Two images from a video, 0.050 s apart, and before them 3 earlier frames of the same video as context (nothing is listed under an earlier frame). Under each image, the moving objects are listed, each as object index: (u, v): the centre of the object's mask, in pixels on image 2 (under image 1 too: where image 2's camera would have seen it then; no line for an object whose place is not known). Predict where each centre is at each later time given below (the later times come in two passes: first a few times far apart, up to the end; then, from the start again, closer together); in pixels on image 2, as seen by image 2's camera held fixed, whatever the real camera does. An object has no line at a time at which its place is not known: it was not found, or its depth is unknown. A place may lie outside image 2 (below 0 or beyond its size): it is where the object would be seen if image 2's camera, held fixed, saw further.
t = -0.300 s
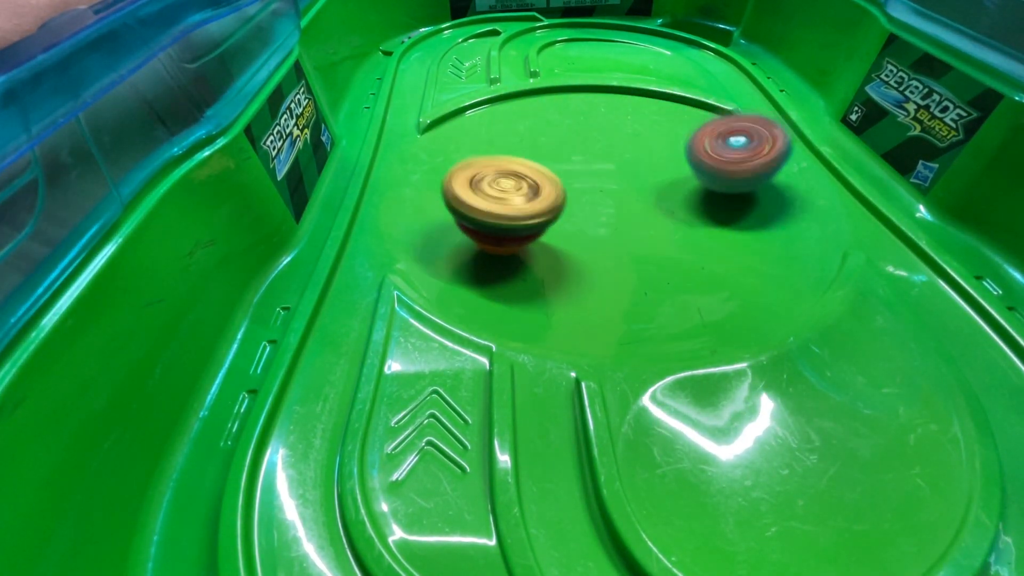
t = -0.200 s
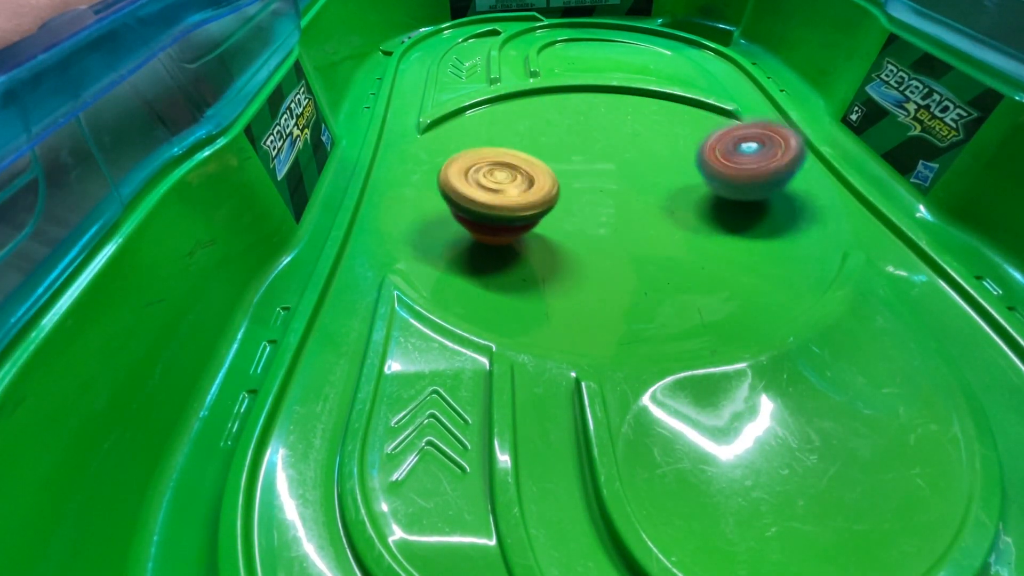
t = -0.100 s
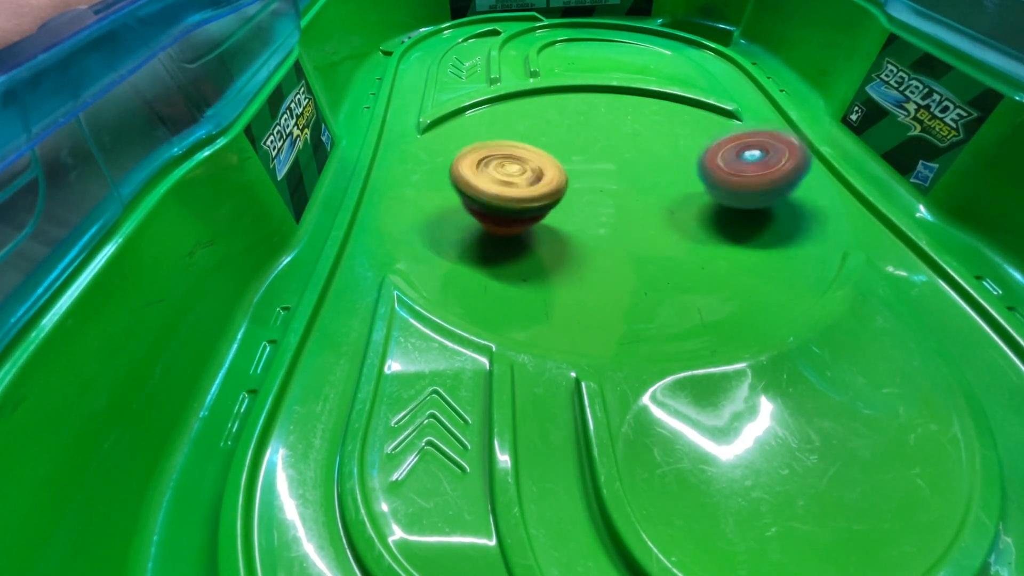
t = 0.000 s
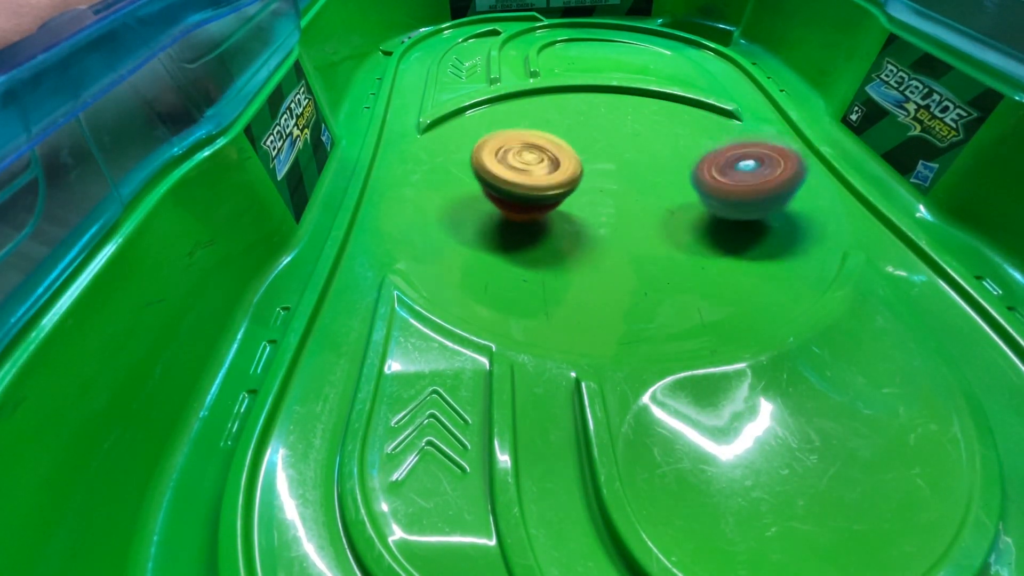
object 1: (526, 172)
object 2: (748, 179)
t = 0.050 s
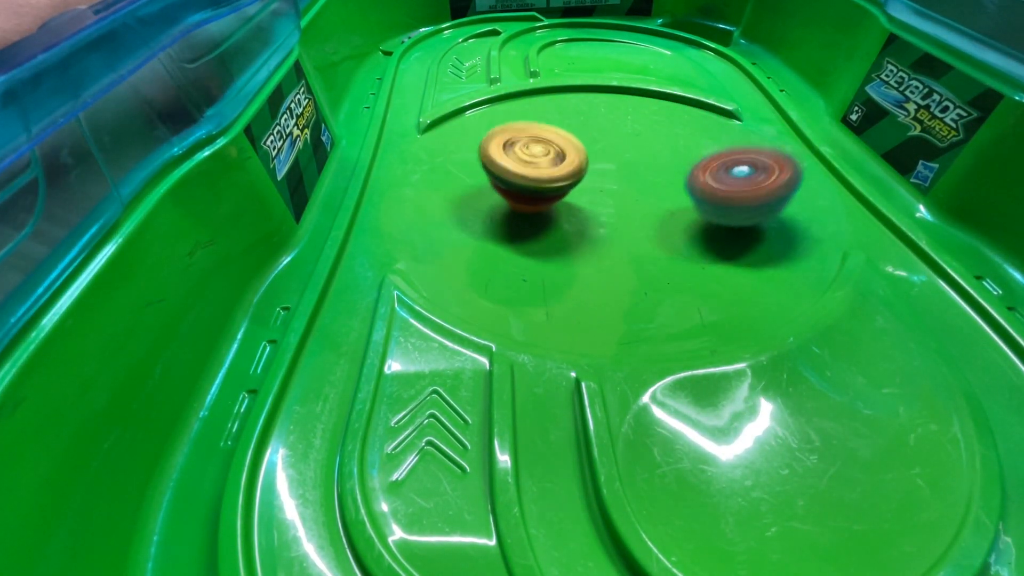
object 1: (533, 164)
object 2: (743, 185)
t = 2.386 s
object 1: (545, 193)
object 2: (668, 137)
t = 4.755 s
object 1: (548, 181)
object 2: (640, 145)
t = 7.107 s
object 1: (563, 188)
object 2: (670, 153)
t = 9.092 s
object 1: (398, 76)
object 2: (549, 140)
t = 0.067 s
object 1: (534, 161)
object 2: (741, 187)
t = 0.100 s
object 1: (537, 155)
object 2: (736, 192)
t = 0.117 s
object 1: (539, 152)
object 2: (732, 195)
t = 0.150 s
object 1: (541, 147)
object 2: (726, 201)
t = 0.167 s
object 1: (543, 145)
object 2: (723, 203)
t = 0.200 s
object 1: (546, 139)
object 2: (715, 207)
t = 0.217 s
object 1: (547, 137)
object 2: (711, 210)
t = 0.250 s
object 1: (550, 132)
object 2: (702, 215)
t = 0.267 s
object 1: (551, 130)
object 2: (699, 217)
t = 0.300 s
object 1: (553, 126)
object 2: (689, 221)
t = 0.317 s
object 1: (554, 124)
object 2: (684, 223)
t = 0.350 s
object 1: (556, 121)
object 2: (673, 227)
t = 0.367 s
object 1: (556, 119)
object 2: (668, 228)
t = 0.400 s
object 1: (558, 116)
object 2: (658, 232)
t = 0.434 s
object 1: (559, 113)
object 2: (647, 234)
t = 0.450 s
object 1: (559, 112)
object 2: (642, 235)
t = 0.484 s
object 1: (560, 110)
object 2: (631, 238)
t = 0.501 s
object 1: (560, 110)
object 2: (625, 239)
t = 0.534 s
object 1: (560, 110)
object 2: (614, 239)
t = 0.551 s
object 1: (561, 110)
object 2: (607, 240)
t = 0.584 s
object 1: (561, 111)
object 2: (596, 240)
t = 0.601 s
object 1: (562, 112)
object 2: (591, 240)
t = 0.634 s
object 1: (565, 113)
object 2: (579, 240)
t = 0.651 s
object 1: (567, 115)
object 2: (573, 239)
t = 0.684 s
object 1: (571, 117)
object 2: (562, 238)
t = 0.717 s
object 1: (576, 120)
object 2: (551, 236)
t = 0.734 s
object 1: (580, 122)
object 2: (546, 235)
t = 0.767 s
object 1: (586, 125)
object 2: (534, 234)
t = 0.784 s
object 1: (590, 127)
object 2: (530, 232)
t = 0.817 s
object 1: (597, 130)
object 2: (522, 230)
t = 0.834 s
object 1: (601, 132)
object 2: (517, 228)
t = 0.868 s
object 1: (609, 134)
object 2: (508, 225)
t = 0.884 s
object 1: (614, 135)
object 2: (504, 223)
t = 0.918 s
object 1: (623, 137)
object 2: (498, 220)
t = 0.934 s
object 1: (628, 138)
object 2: (494, 218)
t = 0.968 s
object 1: (637, 140)
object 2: (488, 214)
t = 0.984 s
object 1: (641, 142)
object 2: (486, 212)
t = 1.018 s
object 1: (650, 144)
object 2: (482, 207)
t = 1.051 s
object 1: (659, 146)
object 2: (479, 203)
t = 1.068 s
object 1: (663, 147)
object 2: (478, 201)
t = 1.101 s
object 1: (670, 149)
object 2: (477, 196)
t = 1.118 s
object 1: (674, 150)
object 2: (476, 193)
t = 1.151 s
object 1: (681, 152)
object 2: (475, 189)
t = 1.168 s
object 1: (684, 152)
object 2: (476, 187)
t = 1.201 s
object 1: (690, 154)
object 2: (477, 182)
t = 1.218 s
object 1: (692, 155)
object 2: (477, 180)
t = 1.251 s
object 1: (697, 157)
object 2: (480, 176)
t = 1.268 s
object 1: (699, 158)
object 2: (482, 174)
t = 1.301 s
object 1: (702, 159)
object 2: (484, 169)
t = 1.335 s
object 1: (704, 161)
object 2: (487, 166)
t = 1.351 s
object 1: (704, 162)
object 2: (489, 163)
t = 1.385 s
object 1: (704, 163)
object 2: (492, 159)
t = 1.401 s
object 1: (703, 163)
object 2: (494, 158)
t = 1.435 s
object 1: (699, 165)
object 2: (499, 154)
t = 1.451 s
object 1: (697, 165)
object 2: (501, 152)
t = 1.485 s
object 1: (692, 167)
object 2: (507, 149)
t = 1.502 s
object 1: (688, 168)
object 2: (509, 147)
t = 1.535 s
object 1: (682, 170)
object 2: (515, 143)
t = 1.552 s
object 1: (679, 171)
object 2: (518, 142)
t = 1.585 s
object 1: (672, 173)
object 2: (525, 138)
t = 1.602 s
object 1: (669, 175)
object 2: (528, 137)
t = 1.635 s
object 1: (661, 178)
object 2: (534, 134)
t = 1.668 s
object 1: (655, 180)
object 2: (542, 131)
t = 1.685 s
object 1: (651, 182)
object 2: (545, 129)
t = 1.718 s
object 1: (643, 185)
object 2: (552, 127)
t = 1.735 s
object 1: (640, 187)
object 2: (556, 126)
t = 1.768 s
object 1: (632, 190)
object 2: (563, 124)
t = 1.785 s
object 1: (628, 192)
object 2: (566, 123)
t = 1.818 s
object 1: (621, 195)
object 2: (574, 121)
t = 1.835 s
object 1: (618, 196)
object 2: (577, 121)
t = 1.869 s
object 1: (611, 199)
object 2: (584, 120)
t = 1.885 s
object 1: (608, 200)
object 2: (588, 120)
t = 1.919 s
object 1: (601, 202)
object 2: (594, 119)
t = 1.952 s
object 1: (594, 203)
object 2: (601, 119)
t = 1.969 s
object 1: (591, 204)
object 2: (605, 118)
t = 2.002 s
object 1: (584, 205)
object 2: (612, 118)
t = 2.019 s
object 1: (581, 205)
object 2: (615, 119)
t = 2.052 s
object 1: (574, 206)
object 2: (622, 118)
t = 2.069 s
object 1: (571, 206)
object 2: (625, 119)
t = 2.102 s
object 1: (566, 207)
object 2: (631, 120)
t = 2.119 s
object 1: (563, 206)
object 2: (634, 120)
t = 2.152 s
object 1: (558, 207)
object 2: (639, 121)
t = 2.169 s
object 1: (555, 206)
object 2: (642, 122)
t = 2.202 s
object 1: (551, 205)
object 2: (647, 124)
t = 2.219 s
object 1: (550, 205)
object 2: (650, 125)
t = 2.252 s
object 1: (547, 203)
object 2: (655, 126)
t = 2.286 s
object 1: (546, 201)
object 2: (659, 129)
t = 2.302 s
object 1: (546, 200)
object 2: (661, 130)
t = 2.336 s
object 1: (545, 198)
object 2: (664, 133)
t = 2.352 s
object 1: (545, 197)
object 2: (666, 134)
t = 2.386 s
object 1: (545, 193)
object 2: (668, 137)
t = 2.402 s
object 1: (544, 192)
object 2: (668, 139)
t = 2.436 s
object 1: (544, 188)
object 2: (669, 143)
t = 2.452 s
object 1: (544, 186)
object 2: (669, 145)
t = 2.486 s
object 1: (543, 182)
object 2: (668, 149)
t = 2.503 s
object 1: (543, 180)
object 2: (668, 152)
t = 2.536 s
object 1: (543, 177)
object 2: (667, 156)
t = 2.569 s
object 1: (544, 172)
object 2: (667, 161)
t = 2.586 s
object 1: (544, 171)
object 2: (667, 162)
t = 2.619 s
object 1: (545, 167)
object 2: (667, 168)
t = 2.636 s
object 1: (545, 165)
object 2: (667, 170)
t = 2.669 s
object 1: (546, 161)
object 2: (666, 176)
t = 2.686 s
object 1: (547, 159)
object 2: (666, 179)
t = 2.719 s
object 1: (549, 155)
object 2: (665, 185)
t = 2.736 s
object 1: (550, 154)
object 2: (665, 187)
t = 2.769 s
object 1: (552, 150)
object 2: (664, 192)
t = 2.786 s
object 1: (552, 148)
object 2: (663, 195)
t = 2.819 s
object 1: (554, 145)
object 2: (662, 199)
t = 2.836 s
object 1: (555, 143)
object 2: (661, 201)
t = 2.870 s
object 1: (557, 140)
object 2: (657, 206)
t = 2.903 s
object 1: (559, 137)
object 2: (654, 209)
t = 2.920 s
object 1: (560, 136)
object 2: (652, 212)
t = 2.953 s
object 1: (562, 133)
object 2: (649, 216)
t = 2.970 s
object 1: (563, 132)
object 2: (646, 217)
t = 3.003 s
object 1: (565, 130)
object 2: (642, 220)
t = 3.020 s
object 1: (566, 129)
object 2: (640, 222)
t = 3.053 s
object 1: (568, 127)
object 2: (635, 225)
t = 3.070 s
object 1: (569, 126)
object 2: (632, 225)
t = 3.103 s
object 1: (571, 125)
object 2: (626, 228)
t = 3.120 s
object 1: (572, 124)
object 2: (624, 229)
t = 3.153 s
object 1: (575, 123)
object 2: (615, 230)
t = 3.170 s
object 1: (575, 123)
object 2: (613, 231)
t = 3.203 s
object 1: (578, 123)
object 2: (606, 230)
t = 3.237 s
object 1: (581, 124)
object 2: (601, 230)
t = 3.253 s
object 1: (582, 124)
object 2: (597, 231)
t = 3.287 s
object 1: (584, 125)
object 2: (590, 231)
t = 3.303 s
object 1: (586, 126)
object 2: (587, 230)
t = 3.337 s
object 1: (590, 128)
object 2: (579, 229)
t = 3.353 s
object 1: (592, 129)
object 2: (577, 228)
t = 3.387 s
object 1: (596, 131)
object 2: (569, 226)
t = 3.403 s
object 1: (598, 133)
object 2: (567, 223)
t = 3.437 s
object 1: (603, 135)
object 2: (560, 222)
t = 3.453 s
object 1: (605, 135)
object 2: (557, 221)
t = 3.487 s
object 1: (610, 138)
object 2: (551, 217)
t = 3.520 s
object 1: (615, 141)
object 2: (547, 215)
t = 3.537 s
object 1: (618, 141)
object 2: (544, 213)
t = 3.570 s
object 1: (623, 144)
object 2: (540, 209)
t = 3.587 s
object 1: (626, 146)
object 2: (539, 207)
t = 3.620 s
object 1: (631, 149)
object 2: (534, 203)
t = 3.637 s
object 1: (634, 151)
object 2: (533, 201)
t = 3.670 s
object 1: (638, 154)
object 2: (530, 197)
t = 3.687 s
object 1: (641, 155)
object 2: (530, 195)
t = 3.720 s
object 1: (645, 158)
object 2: (528, 190)
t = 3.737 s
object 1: (648, 160)
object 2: (528, 188)
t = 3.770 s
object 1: (652, 163)
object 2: (526, 183)
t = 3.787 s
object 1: (654, 165)
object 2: (527, 182)
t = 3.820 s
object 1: (658, 168)
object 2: (526, 177)
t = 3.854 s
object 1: (661, 172)
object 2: (527, 173)
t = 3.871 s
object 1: (663, 173)
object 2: (526, 171)
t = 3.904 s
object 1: (666, 175)
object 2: (528, 167)
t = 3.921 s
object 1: (667, 177)
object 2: (528, 165)
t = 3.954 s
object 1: (670, 179)
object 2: (530, 161)
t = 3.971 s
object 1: (672, 180)
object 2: (531, 159)
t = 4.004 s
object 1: (674, 182)
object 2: (533, 156)
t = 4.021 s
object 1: (675, 183)
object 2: (534, 154)
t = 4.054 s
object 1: (675, 184)
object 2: (538, 151)
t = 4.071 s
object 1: (675, 185)
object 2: (539, 149)
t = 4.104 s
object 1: (674, 186)
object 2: (543, 147)
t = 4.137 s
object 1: (672, 187)
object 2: (546, 144)
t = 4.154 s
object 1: (671, 187)
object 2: (549, 143)
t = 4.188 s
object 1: (667, 188)
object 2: (552, 140)
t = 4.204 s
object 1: (664, 187)
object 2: (555, 139)
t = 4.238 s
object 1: (658, 188)
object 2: (559, 137)
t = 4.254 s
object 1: (655, 188)
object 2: (562, 136)
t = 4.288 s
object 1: (648, 188)
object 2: (566, 135)
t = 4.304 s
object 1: (644, 188)
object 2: (569, 134)
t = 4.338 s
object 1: (638, 189)
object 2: (573, 132)
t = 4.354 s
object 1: (635, 189)
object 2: (576, 131)
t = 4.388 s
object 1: (627, 190)
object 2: (581, 128)
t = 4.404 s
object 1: (624, 189)
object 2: (584, 128)
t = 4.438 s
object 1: (615, 189)
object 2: (591, 125)
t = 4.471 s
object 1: (608, 189)
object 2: (597, 124)
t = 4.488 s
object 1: (603, 189)
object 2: (601, 125)
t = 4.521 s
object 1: (595, 188)
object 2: (607, 124)
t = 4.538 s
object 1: (591, 188)
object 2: (610, 125)
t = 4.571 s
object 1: (583, 187)
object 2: (617, 127)
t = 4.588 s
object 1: (580, 186)
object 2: (619, 128)
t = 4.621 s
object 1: (574, 186)
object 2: (625, 131)
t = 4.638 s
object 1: (570, 186)
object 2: (627, 133)
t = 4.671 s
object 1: (563, 185)
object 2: (632, 136)
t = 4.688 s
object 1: (560, 184)
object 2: (634, 138)
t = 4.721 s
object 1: (553, 183)
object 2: (637, 141)
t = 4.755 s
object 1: (548, 181)
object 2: (640, 145)
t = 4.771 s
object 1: (545, 181)
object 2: (642, 146)
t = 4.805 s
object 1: (540, 180)
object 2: (646, 149)
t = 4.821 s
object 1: (538, 179)
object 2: (647, 150)
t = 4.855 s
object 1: (534, 178)
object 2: (651, 154)
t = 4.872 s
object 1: (533, 177)
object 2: (652, 155)
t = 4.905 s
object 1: (530, 175)
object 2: (655, 158)
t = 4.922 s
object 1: (529, 175)
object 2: (656, 160)
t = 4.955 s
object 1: (528, 173)
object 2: (658, 164)
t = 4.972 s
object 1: (527, 172)
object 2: (659, 166)
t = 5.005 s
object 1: (527, 170)
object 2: (661, 170)
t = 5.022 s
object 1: (527, 170)
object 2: (661, 173)
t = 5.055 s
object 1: (528, 168)
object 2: (661, 177)
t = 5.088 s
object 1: (530, 165)
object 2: (662, 181)
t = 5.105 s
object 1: (530, 164)
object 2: (661, 184)
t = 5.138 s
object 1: (532, 162)
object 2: (660, 187)
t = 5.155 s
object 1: (534, 161)
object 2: (659, 189)
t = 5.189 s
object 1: (536, 159)
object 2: (657, 193)
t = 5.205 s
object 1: (538, 157)
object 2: (656, 195)
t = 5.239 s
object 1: (541, 156)
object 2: (653, 198)
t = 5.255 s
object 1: (542, 154)
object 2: (652, 201)
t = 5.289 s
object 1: (547, 153)
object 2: (646, 203)
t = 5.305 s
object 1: (549, 152)
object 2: (644, 205)
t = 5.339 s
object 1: (553, 150)
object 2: (638, 207)
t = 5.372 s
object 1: (557, 148)
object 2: (632, 209)
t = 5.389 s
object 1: (560, 147)
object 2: (629, 210)
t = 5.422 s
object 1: (564, 144)
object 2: (621, 211)
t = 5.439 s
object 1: (567, 144)
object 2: (620, 213)
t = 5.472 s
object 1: (572, 141)
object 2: (612, 214)
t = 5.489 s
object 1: (574, 140)
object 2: (610, 214)
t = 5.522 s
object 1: (580, 138)
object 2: (603, 214)
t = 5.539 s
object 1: (582, 138)
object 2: (601, 215)
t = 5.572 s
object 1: (587, 137)
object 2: (592, 212)
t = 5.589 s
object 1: (589, 136)
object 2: (590, 212)
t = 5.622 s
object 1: (593, 135)
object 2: (584, 213)
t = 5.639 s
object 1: (596, 135)
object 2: (579, 212)
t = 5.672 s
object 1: (600, 134)
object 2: (573, 211)
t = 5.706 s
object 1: (604, 133)
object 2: (567, 209)
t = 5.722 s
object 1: (606, 133)
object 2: (563, 208)
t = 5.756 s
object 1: (610, 133)
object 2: (557, 206)
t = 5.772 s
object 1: (612, 133)
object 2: (552, 206)
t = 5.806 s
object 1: (615, 133)
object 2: (549, 203)
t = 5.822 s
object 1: (616, 133)
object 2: (544, 203)
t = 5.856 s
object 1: (619, 133)
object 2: (538, 201)
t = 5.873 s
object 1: (621, 134)
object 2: (536, 200)
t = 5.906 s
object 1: (623, 135)
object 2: (530, 196)
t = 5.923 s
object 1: (624, 135)
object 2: (529, 195)
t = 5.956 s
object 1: (627, 137)
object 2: (525, 191)
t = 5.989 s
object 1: (629, 138)
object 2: (523, 186)
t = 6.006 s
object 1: (630, 139)
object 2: (523, 185)
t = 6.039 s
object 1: (632, 141)
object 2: (521, 180)
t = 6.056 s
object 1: (633, 143)
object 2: (522, 179)
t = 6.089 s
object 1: (634, 146)
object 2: (521, 176)
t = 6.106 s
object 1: (635, 146)
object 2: (521, 173)
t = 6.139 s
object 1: (637, 149)
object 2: (522, 169)
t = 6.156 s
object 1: (638, 151)
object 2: (522, 167)
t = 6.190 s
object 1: (639, 154)
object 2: (525, 164)
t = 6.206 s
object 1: (640, 156)
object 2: (525, 162)
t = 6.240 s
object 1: (641, 159)
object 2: (528, 158)
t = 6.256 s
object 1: (642, 160)
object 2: (529, 158)
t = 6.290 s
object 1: (643, 164)
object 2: (532, 154)
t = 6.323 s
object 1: (644, 167)
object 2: (536, 151)
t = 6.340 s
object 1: (644, 170)
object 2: (538, 150)
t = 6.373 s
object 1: (645, 173)
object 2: (542, 146)
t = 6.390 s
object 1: (645, 174)
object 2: (545, 145)
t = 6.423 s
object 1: (645, 178)
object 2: (550, 143)
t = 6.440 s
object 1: (645, 179)
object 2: (553, 141)
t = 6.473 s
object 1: (645, 182)
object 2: (558, 140)
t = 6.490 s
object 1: (644, 184)
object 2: (560, 138)
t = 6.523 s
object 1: (642, 186)
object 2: (566, 136)
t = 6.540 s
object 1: (642, 188)
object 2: (569, 136)
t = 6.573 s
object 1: (641, 190)
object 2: (575, 134)
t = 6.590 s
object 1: (640, 192)
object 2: (579, 134)
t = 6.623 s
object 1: (639, 194)
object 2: (584, 133)
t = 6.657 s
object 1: (638, 196)
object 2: (591, 132)
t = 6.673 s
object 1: (636, 196)
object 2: (594, 131)
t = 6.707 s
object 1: (634, 197)
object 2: (600, 130)
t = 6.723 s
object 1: (634, 197)
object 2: (604, 130)
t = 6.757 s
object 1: (630, 197)
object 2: (611, 130)
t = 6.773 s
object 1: (629, 197)
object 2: (613, 129)
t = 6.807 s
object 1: (625, 197)
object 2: (620, 129)
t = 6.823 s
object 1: (623, 196)
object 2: (623, 129)
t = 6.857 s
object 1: (619, 196)
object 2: (629, 130)
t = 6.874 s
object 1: (616, 195)
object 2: (633, 131)
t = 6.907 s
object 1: (611, 194)
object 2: (639, 133)
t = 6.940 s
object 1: (605, 193)
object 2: (645, 135)
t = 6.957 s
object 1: (602, 192)
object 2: (649, 137)
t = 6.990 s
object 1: (597, 191)
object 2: (654, 141)
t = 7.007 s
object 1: (593, 189)
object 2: (656, 142)
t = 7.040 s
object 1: (588, 187)
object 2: (660, 147)
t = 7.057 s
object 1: (585, 187)
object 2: (660, 149)
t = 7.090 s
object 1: (573, 186)
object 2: (665, 152)
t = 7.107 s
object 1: (563, 188)
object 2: (670, 153)
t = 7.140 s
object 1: (548, 192)
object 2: (679, 152)
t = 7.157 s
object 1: (541, 192)
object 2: (683, 151)
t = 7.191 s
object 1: (528, 193)
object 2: (686, 153)
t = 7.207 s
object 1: (523, 193)
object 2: (686, 153)
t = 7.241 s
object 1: (513, 194)
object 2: (687, 155)
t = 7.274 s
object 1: (504, 194)
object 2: (688, 158)
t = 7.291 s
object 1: (499, 194)
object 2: (688, 161)
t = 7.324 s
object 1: (492, 194)
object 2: (687, 164)
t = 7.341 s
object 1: (489, 193)
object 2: (688, 166)
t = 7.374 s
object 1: (482, 192)
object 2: (687, 171)
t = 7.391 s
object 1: (480, 191)
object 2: (685, 172)
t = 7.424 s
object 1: (475, 190)
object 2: (684, 176)
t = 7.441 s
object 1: (473, 189)
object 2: (683, 178)
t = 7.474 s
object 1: (471, 187)
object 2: (680, 183)
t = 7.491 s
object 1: (470, 186)
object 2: (679, 184)
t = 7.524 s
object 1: (471, 184)
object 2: (676, 188)
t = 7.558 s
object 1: (473, 182)
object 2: (671, 192)
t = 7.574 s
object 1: (475, 181)
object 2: (667, 194)
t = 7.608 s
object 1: (480, 179)
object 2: (662, 197)
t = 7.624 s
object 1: (483, 178)
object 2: (658, 199)
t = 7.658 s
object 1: (489, 176)
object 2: (651, 201)
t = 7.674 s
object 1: (492, 175)
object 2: (648, 202)
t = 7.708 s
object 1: (499, 173)
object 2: (639, 204)
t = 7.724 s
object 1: (503, 172)
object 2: (633, 204)
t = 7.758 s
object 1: (511, 169)
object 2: (623, 205)
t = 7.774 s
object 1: (514, 168)
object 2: (621, 206)
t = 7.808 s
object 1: (483, 146)
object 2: (681, 228)
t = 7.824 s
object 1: (468, 135)
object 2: (707, 237)
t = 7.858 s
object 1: (442, 113)
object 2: (785, 256)
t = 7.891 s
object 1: (423, 93)
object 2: (826, 249)
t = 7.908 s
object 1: (415, 82)
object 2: (828, 238)
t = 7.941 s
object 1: (401, 76)
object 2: (827, 236)
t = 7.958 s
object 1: (398, 78)
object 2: (821, 239)
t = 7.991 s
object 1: (404, 78)
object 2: (809, 226)
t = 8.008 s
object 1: (407, 80)
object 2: (803, 224)
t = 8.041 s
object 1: (403, 74)
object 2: (787, 215)
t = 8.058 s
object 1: (405, 73)
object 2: (778, 214)
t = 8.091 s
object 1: (411, 69)
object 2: (763, 206)
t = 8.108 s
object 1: (412, 66)
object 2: (753, 206)
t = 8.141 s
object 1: (412, 61)
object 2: (736, 202)
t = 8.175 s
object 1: (414, 56)
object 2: (720, 198)
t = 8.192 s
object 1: (413, 55)
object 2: (710, 197)
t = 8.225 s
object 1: (415, 52)
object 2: (694, 198)
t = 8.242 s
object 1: (415, 50)
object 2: (686, 196)
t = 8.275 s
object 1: (418, 49)
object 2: (668, 198)
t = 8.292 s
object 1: (420, 47)
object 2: (662, 197)
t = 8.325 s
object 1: (423, 42)
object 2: (641, 198)
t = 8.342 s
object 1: (422, 41)
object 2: (633, 199)
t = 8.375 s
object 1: (420, 38)
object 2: (613, 198)
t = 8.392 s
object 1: (420, 36)
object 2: (601, 198)
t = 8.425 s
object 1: (420, 33)
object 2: (584, 197)
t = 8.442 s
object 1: (420, 32)
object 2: (574, 196)
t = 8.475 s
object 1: (421, 30)
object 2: (559, 195)
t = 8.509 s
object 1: (421, 29)
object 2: (545, 191)
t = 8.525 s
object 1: (422, 29)
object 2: (536, 189)
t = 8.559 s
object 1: (422, 28)
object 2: (526, 184)
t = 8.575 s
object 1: (421, 28)
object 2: (519, 182)
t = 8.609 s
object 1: (423, 27)
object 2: (510, 177)
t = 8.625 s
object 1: (425, 27)
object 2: (508, 175)
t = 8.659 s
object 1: (424, 27)
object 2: (502, 169)
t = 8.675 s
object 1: (423, 27)
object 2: (502, 168)
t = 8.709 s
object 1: (423, 27)
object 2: (498, 163)
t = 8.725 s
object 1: (423, 28)
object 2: (498, 162)
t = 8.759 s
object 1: (423, 29)
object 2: (497, 157)
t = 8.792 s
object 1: (421, 30)
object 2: (498, 153)
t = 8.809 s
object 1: (420, 31)
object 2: (499, 151)
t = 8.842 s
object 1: (421, 33)
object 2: (501, 148)
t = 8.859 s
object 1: (420, 35)
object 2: (504, 147)
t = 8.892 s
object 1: (416, 38)
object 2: (507, 144)
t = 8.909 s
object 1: (415, 41)
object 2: (509, 143)
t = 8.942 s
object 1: (415, 46)
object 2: (516, 140)
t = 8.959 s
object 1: (414, 49)
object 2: (517, 141)
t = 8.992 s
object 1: (408, 56)
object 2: (525, 140)
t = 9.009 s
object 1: (407, 58)
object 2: (527, 139)
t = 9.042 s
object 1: (405, 65)
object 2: (536, 139)
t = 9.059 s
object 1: (402, 69)
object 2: (540, 139)
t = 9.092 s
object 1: (398, 76)
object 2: (549, 140)
